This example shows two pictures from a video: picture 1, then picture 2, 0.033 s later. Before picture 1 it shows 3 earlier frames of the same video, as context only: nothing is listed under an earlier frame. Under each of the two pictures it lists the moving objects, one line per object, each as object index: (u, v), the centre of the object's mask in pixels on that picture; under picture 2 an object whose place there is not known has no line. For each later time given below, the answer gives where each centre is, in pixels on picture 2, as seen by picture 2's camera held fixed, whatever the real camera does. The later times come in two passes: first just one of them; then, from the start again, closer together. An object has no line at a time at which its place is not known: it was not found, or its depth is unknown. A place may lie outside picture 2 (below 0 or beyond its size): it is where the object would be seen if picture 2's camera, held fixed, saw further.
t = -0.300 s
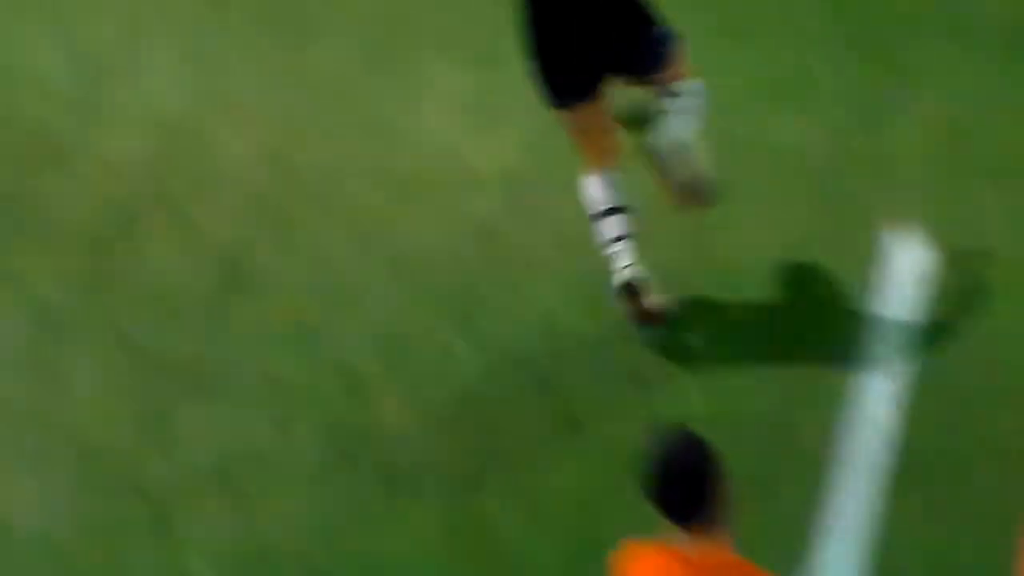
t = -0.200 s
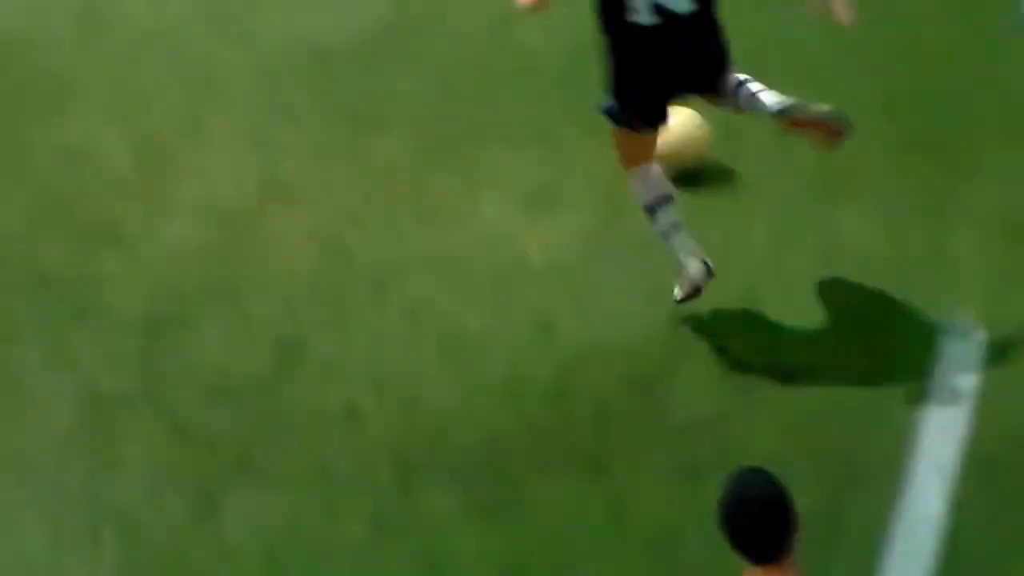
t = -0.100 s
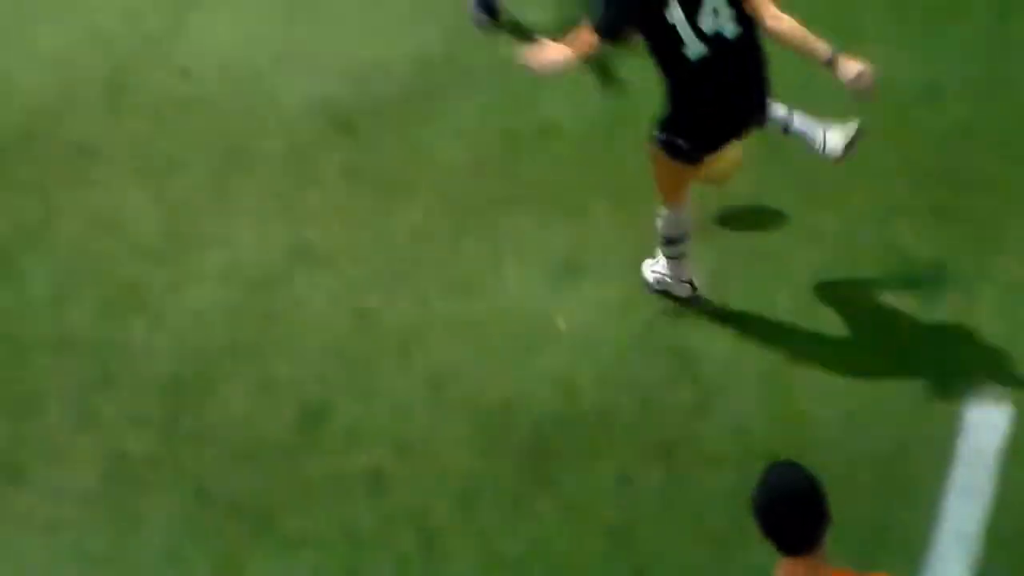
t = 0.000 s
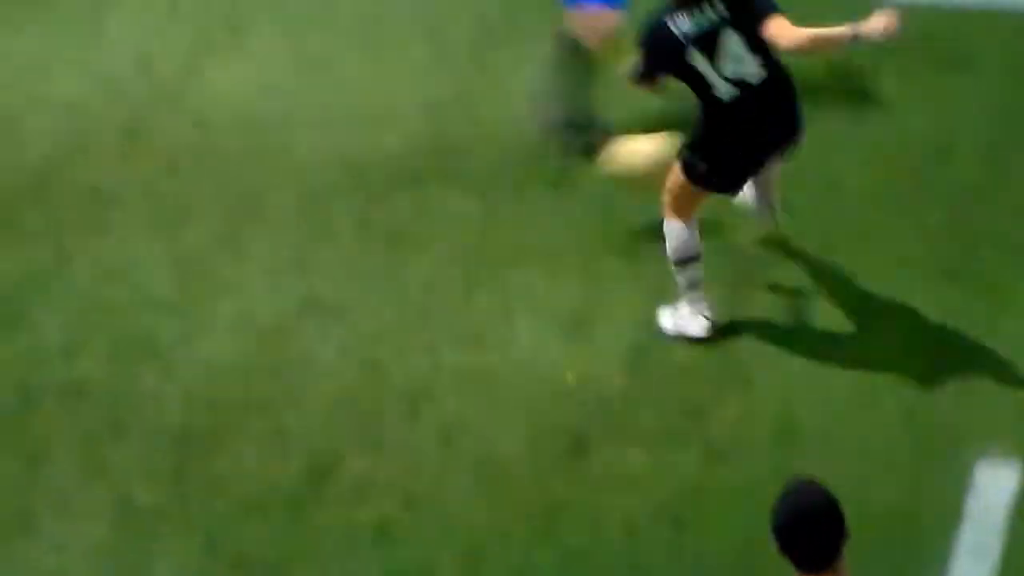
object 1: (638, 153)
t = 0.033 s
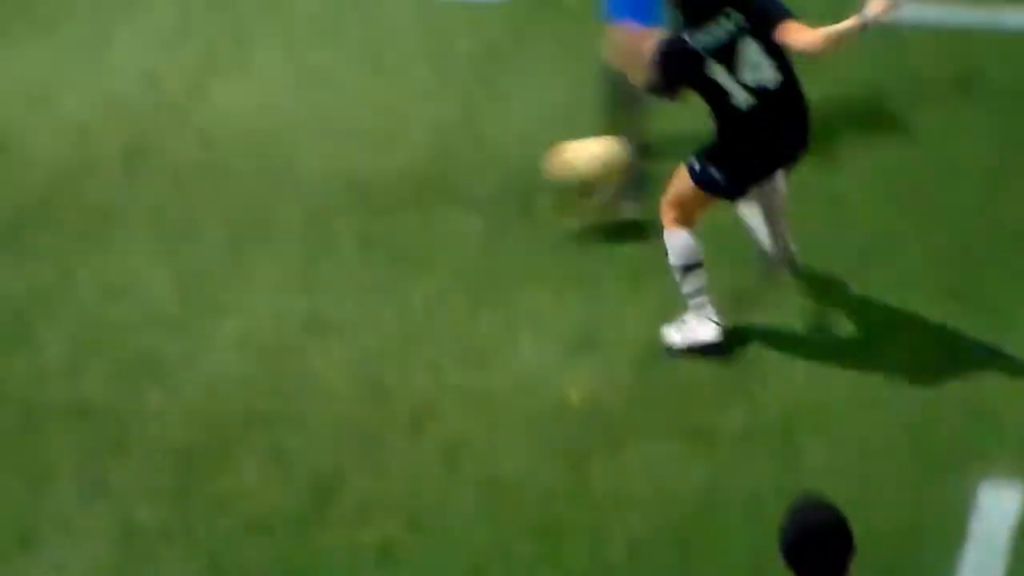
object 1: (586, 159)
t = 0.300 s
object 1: (205, 54)
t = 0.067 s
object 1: (527, 147)
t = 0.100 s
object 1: (474, 142)
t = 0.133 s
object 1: (416, 136)
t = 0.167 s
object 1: (363, 133)
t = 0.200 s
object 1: (319, 115)
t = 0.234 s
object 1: (280, 91)
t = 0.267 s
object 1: (243, 69)
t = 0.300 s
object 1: (205, 54)
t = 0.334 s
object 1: (166, 39)
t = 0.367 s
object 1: (130, 27)
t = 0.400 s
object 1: (94, 19)
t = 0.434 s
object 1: (57, 12)
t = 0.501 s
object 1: (-13, 3)
